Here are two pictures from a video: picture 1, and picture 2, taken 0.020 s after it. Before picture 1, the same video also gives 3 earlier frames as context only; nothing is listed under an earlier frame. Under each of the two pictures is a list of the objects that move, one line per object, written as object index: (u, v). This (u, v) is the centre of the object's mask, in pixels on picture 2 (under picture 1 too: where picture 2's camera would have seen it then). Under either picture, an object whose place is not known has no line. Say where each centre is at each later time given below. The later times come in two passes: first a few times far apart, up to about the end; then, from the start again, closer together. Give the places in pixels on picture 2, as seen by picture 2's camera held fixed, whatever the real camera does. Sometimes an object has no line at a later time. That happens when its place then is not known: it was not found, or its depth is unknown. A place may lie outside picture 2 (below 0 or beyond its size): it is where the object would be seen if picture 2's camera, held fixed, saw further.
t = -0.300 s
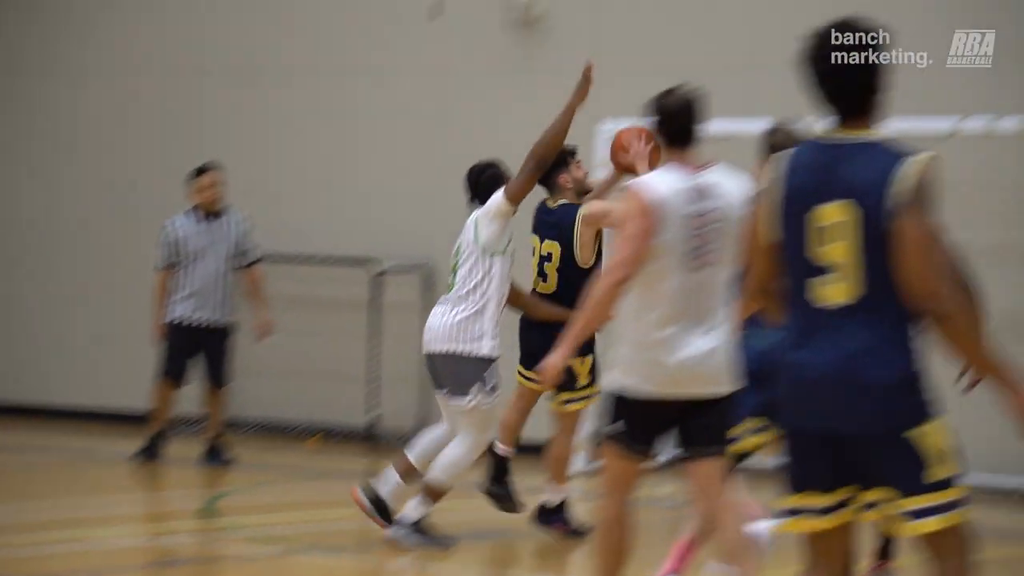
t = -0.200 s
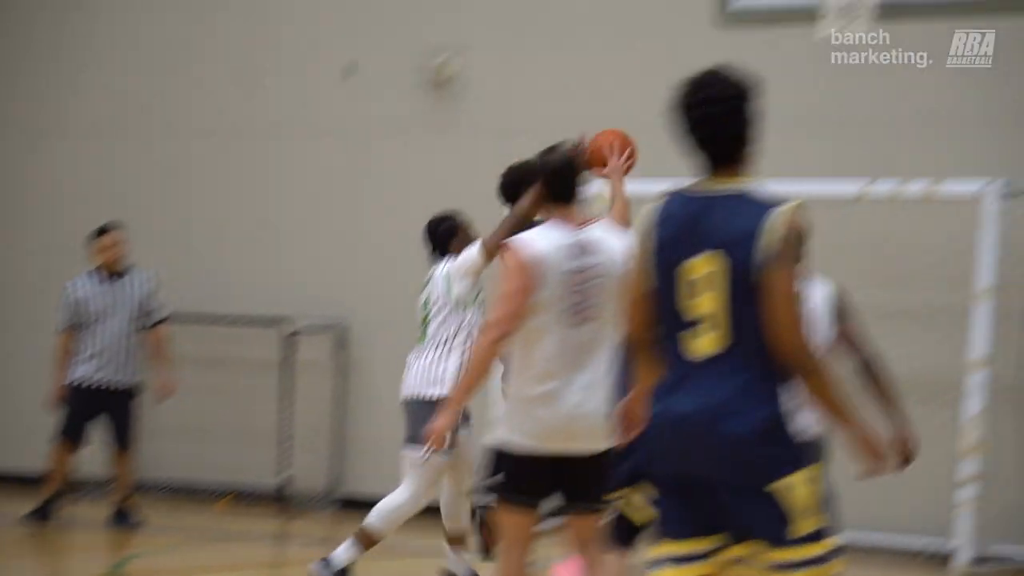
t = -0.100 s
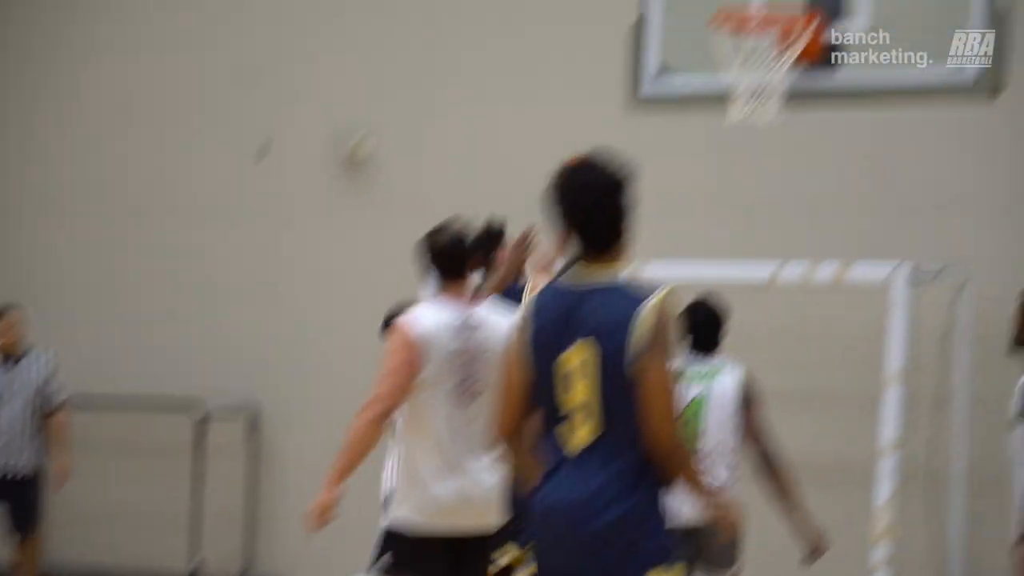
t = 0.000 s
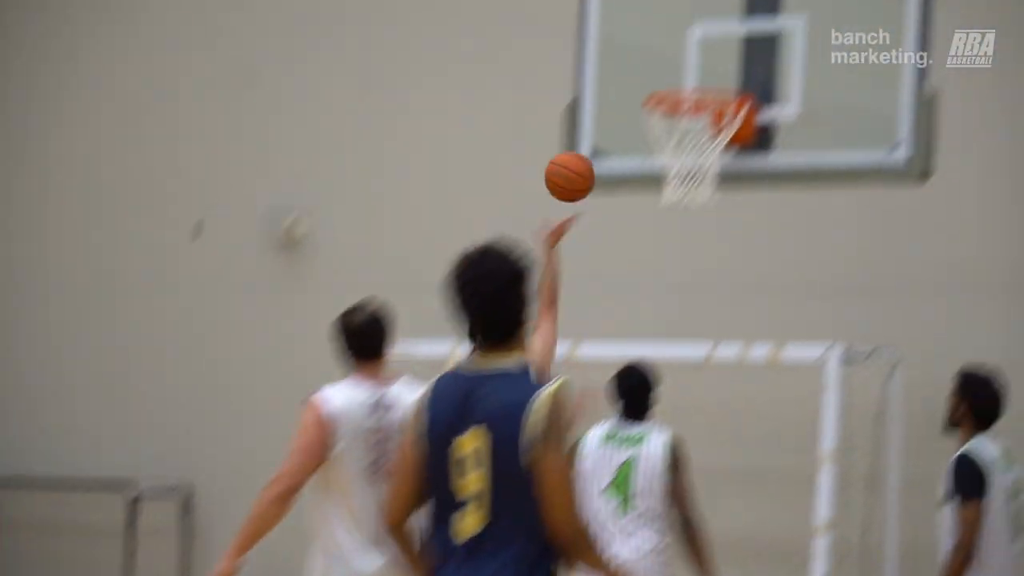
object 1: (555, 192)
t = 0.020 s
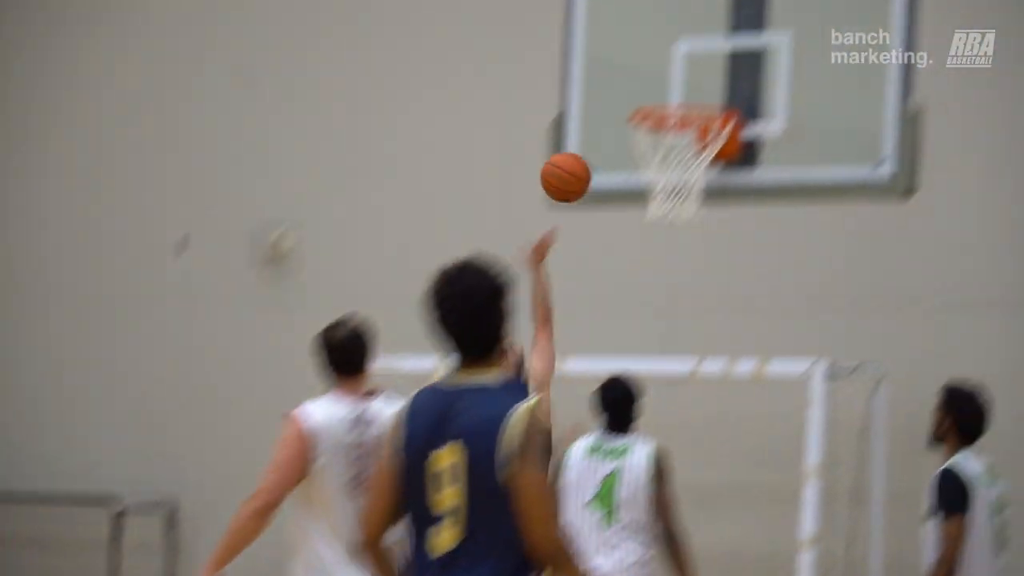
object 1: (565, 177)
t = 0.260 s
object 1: (656, 71)
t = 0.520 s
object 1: (669, 115)
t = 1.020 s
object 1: (684, 289)
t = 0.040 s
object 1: (575, 163)
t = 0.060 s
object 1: (584, 150)
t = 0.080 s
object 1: (594, 137)
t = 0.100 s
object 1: (603, 125)
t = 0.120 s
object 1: (611, 114)
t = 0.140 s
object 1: (620, 102)
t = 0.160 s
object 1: (632, 93)
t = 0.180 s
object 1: (642, 87)
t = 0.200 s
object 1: (651, 81)
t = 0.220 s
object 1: (654, 77)
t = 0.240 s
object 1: (655, 74)
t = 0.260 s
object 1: (656, 71)
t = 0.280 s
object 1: (657, 69)
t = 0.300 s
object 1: (658, 69)
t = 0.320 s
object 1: (658, 69)
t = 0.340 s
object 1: (659, 70)
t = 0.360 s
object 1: (660, 72)
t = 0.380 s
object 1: (662, 74)
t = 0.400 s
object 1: (664, 78)
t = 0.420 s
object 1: (665, 81)
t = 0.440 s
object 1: (666, 86)
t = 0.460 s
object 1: (666, 90)
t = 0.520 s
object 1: (669, 115)
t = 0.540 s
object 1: (669, 121)
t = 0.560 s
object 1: (669, 129)
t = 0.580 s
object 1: (671, 137)
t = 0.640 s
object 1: (675, 161)
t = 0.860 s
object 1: (683, 208)
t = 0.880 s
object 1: (683, 215)
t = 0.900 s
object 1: (683, 223)
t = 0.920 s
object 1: (683, 232)
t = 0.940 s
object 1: (684, 241)
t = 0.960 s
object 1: (683, 252)
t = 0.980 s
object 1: (684, 263)
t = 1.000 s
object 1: (684, 275)
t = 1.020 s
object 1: (684, 289)
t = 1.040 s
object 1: (684, 303)
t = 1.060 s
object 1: (684, 318)
